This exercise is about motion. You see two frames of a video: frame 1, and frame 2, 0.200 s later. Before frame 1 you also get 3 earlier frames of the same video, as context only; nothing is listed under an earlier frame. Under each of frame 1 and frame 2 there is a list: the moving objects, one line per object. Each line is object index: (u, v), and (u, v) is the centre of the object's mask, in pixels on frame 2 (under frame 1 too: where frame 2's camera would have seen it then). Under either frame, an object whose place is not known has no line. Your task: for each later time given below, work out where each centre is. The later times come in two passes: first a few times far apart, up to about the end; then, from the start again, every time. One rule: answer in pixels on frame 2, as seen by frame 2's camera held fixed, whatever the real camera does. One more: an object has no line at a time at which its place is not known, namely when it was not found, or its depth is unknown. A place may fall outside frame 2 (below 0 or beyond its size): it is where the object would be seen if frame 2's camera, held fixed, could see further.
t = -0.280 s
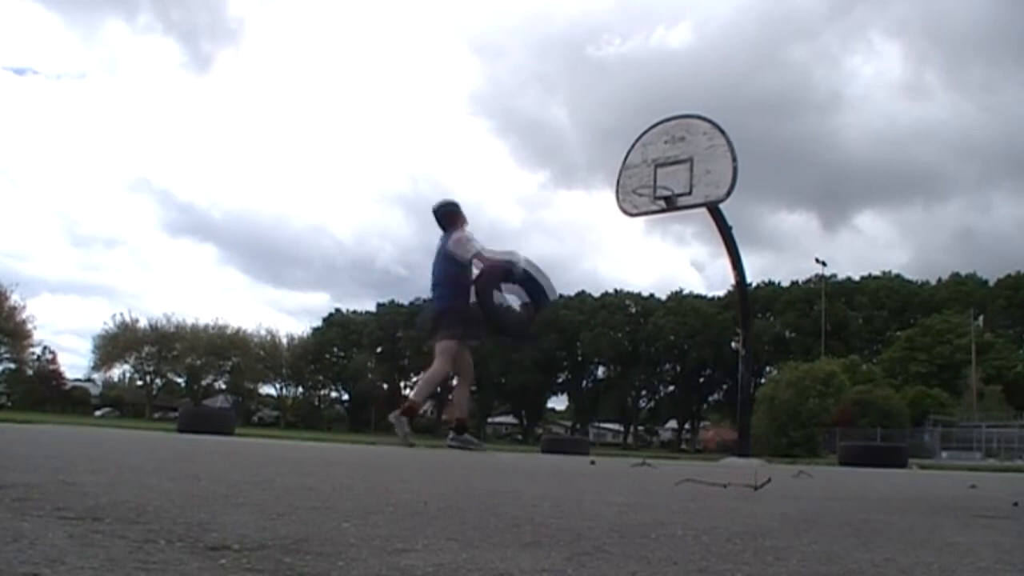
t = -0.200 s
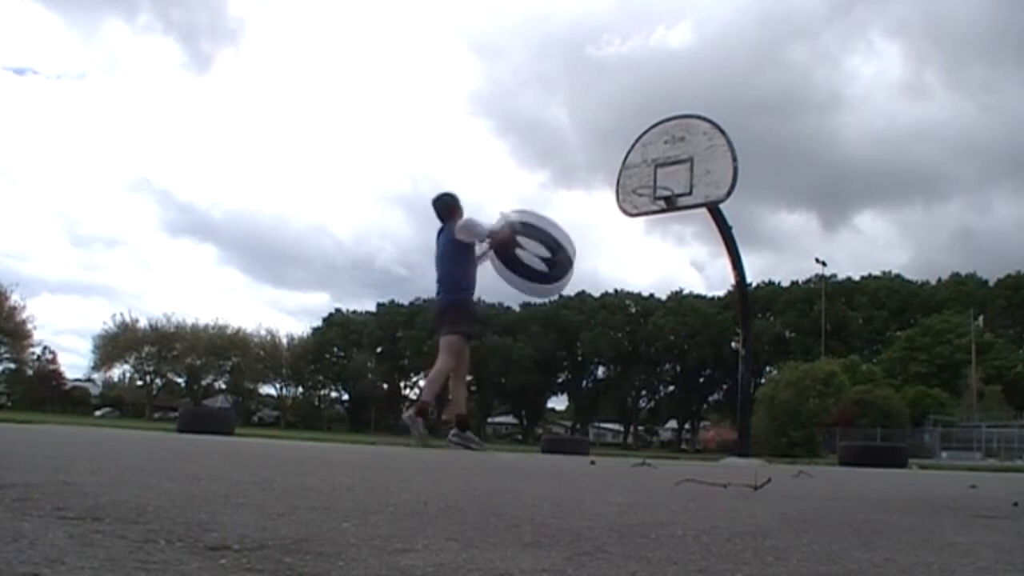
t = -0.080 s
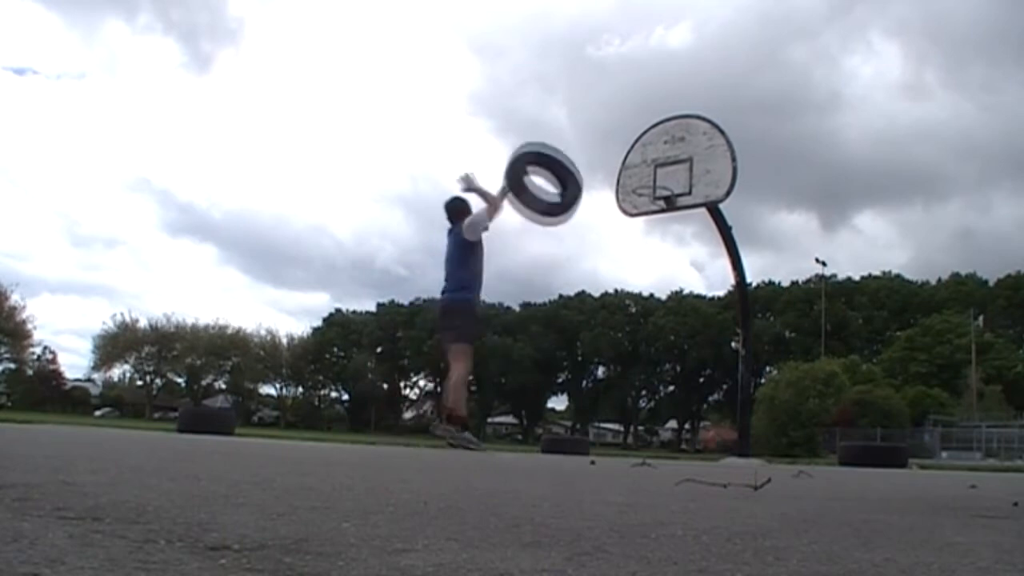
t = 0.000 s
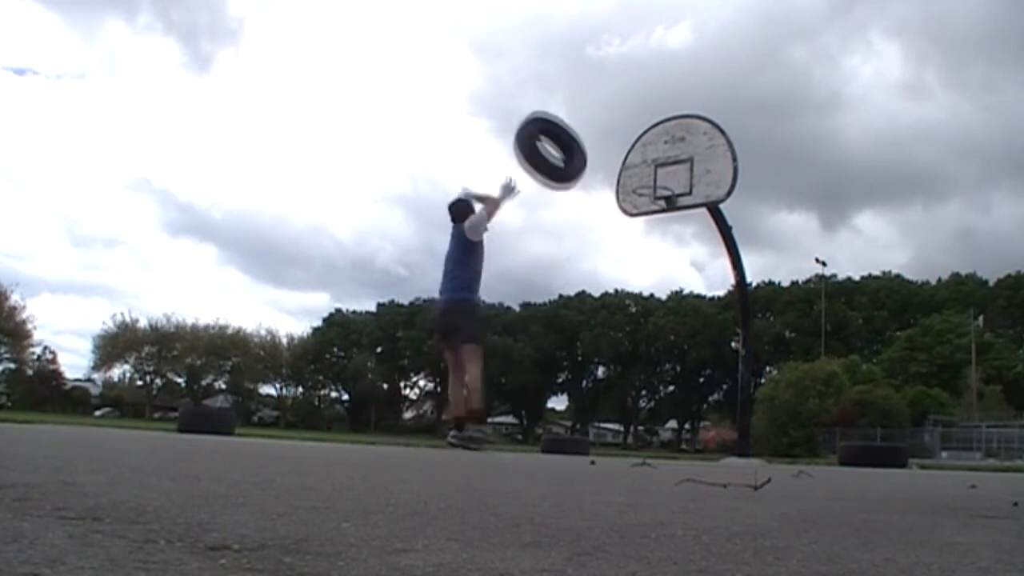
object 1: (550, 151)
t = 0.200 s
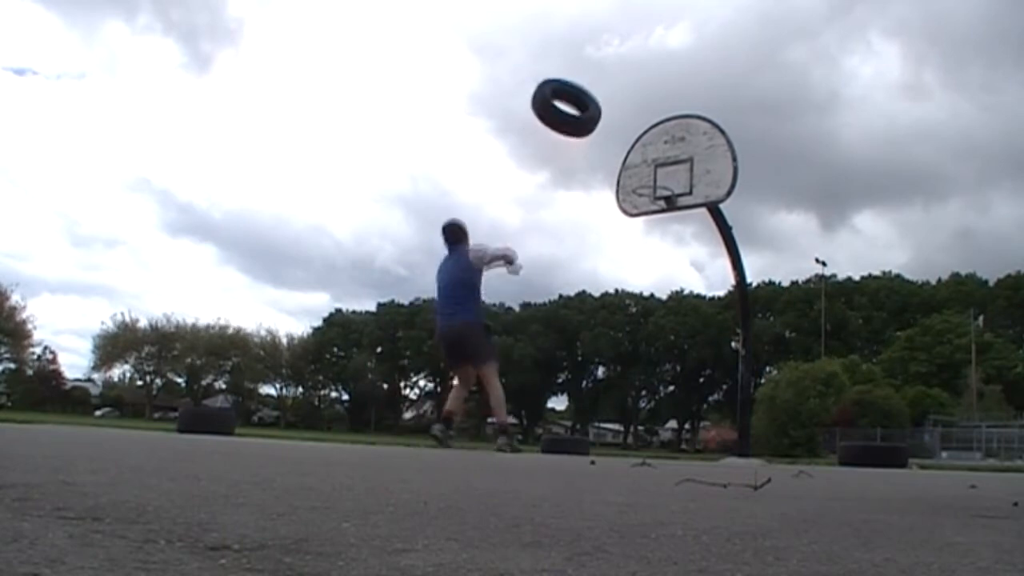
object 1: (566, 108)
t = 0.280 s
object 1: (571, 104)
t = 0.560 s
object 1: (584, 141)
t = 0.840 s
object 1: (593, 240)
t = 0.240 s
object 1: (568, 105)
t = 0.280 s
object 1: (571, 104)
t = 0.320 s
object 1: (573, 105)
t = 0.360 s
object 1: (575, 108)
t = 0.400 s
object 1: (577, 111)
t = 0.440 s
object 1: (579, 117)
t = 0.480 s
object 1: (581, 123)
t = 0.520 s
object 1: (583, 131)
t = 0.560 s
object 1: (584, 141)
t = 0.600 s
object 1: (586, 151)
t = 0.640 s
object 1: (587, 163)
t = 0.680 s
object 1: (589, 175)
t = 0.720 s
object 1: (590, 189)
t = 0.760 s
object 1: (591, 205)
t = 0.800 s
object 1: (592, 222)
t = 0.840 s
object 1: (593, 240)
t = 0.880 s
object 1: (594, 258)
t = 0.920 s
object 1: (594, 273)
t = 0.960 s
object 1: (593, 287)
